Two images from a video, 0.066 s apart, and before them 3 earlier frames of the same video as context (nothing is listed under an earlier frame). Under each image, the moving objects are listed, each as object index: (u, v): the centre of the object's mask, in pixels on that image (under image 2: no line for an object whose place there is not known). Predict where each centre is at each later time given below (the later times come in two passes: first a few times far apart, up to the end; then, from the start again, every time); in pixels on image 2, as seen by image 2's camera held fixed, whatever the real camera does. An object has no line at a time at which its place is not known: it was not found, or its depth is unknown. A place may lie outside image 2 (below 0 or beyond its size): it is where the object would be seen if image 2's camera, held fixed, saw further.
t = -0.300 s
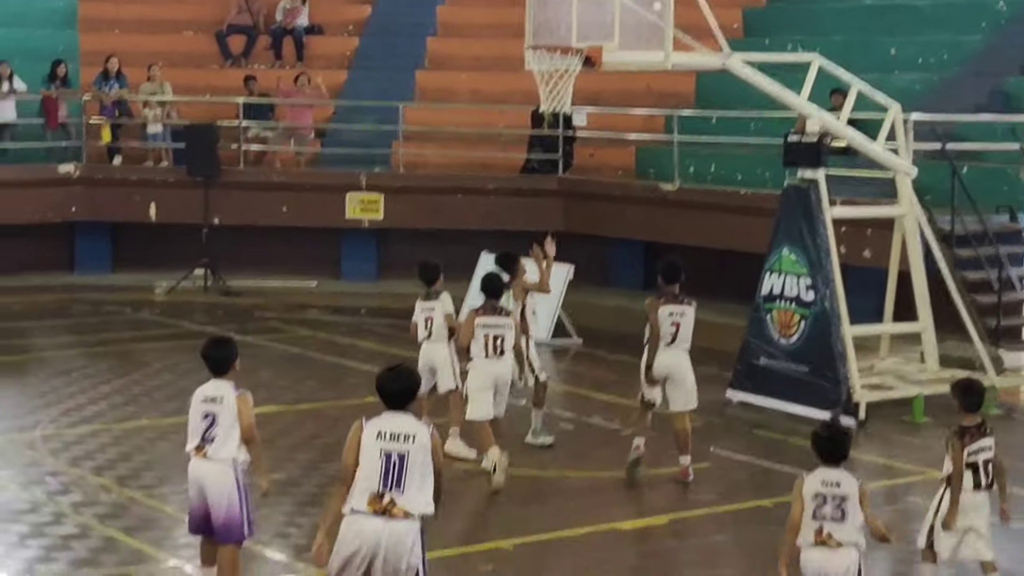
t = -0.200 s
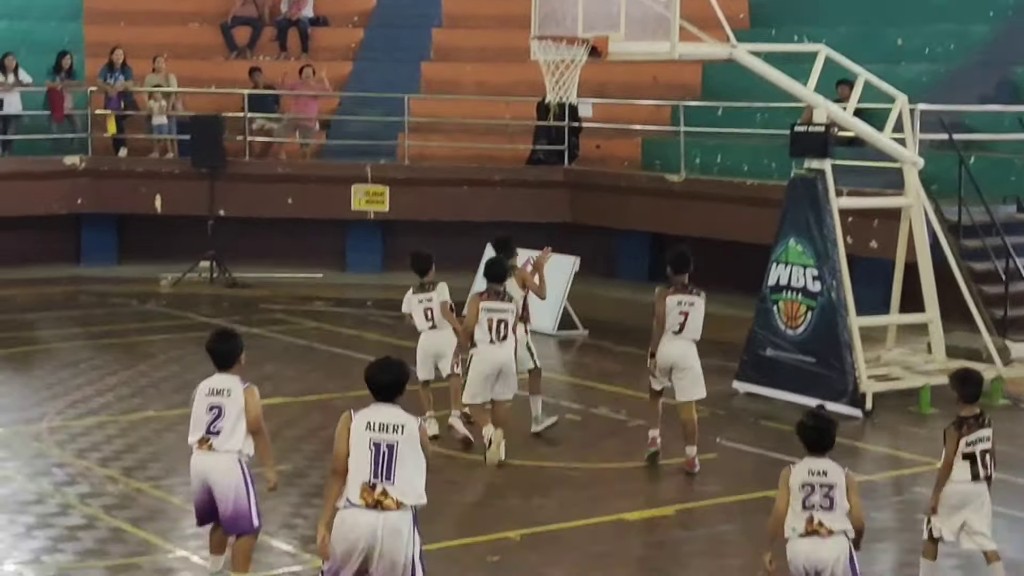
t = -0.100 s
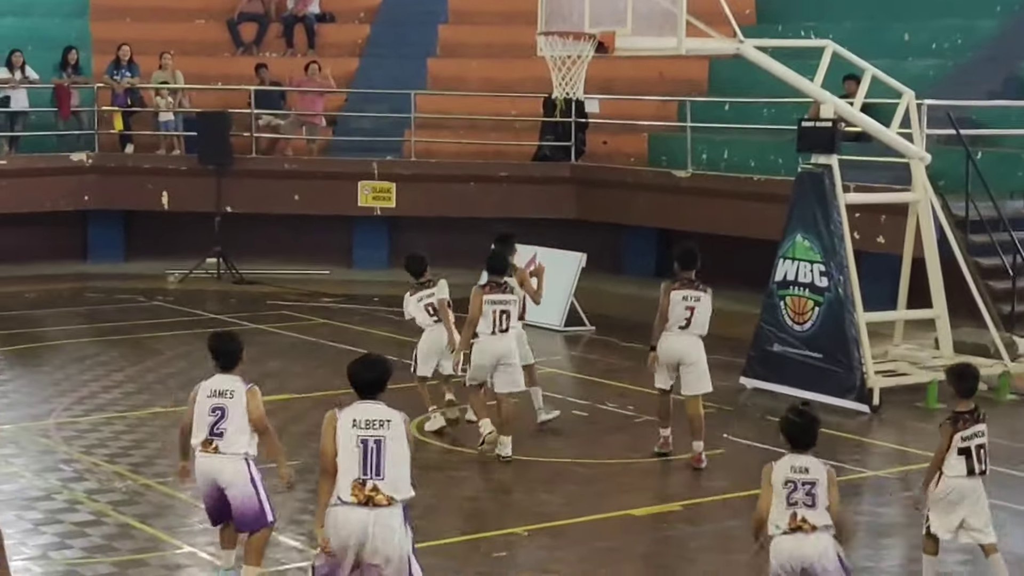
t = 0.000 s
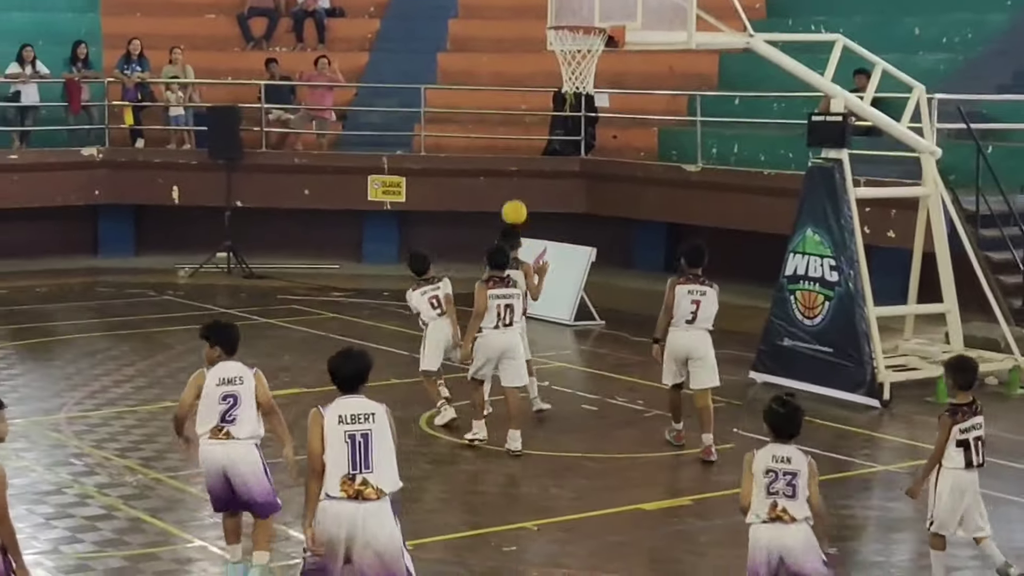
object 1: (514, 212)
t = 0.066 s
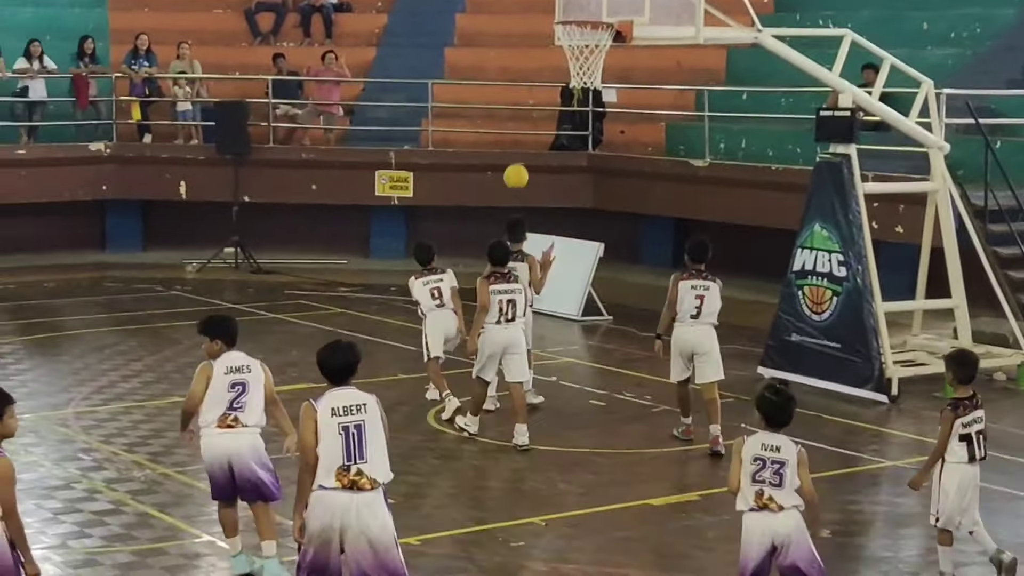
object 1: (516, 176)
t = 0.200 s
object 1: (505, 130)
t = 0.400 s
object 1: (488, 97)
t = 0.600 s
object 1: (472, 107)
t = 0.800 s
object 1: (456, 156)
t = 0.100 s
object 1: (513, 162)
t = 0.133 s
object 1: (510, 151)
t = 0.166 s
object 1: (507, 140)
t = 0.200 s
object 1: (505, 130)
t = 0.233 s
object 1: (502, 121)
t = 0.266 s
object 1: (499, 114)
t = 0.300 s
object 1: (496, 108)
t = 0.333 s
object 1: (494, 103)
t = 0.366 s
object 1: (491, 99)
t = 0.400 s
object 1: (488, 97)
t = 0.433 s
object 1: (485, 97)
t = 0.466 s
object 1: (483, 97)
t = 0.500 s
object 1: (480, 97)
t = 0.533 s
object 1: (477, 99)
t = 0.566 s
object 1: (475, 103)
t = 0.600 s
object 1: (472, 107)
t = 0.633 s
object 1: (470, 112)
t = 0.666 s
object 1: (467, 119)
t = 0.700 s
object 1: (464, 127)
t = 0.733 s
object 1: (461, 136)
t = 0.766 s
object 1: (458, 145)
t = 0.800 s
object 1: (456, 156)
